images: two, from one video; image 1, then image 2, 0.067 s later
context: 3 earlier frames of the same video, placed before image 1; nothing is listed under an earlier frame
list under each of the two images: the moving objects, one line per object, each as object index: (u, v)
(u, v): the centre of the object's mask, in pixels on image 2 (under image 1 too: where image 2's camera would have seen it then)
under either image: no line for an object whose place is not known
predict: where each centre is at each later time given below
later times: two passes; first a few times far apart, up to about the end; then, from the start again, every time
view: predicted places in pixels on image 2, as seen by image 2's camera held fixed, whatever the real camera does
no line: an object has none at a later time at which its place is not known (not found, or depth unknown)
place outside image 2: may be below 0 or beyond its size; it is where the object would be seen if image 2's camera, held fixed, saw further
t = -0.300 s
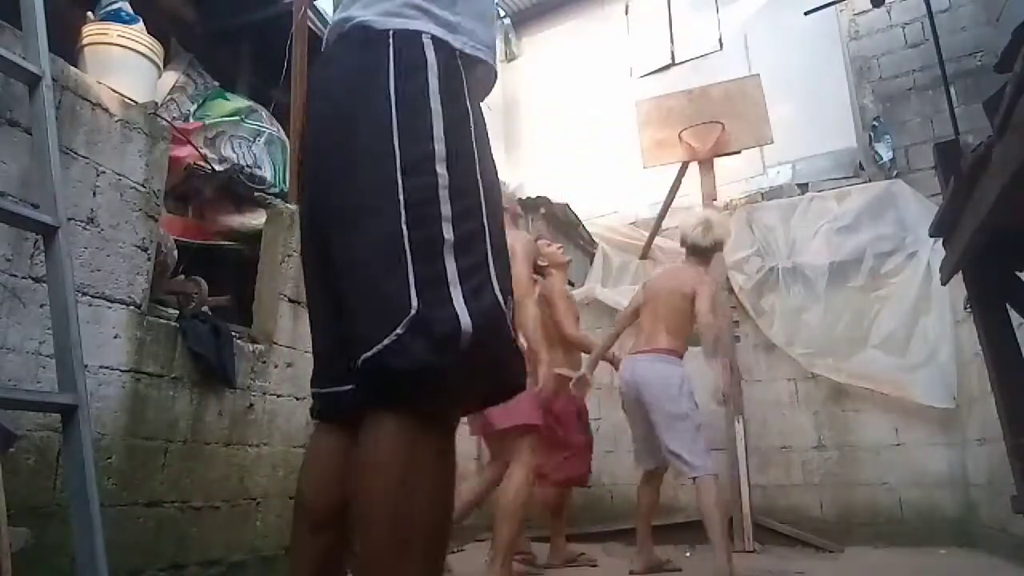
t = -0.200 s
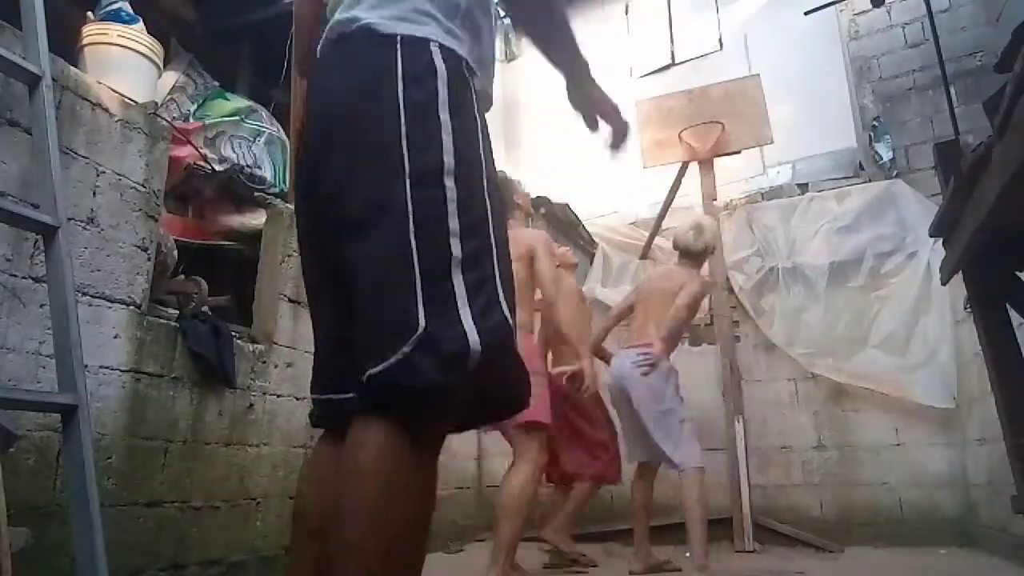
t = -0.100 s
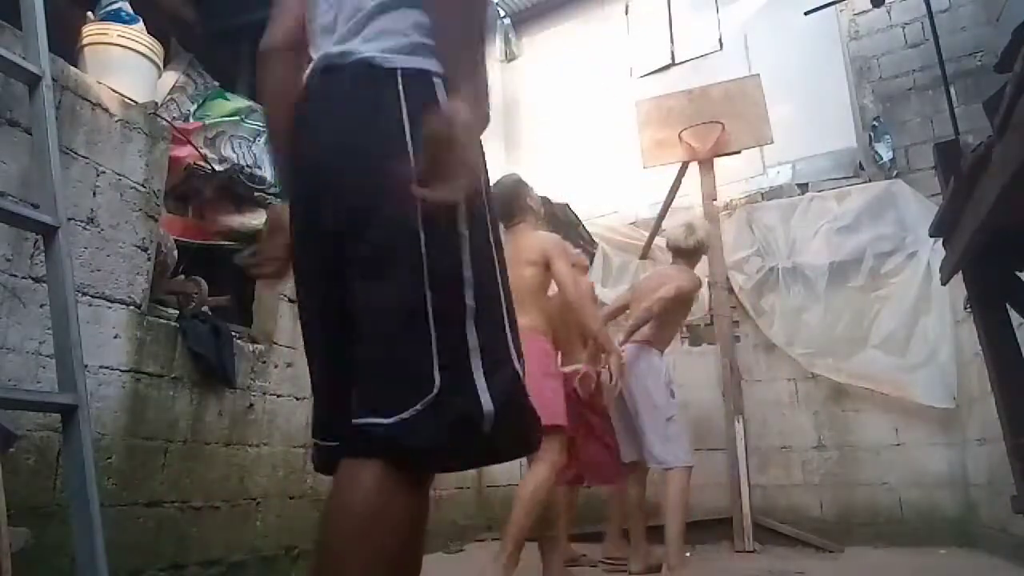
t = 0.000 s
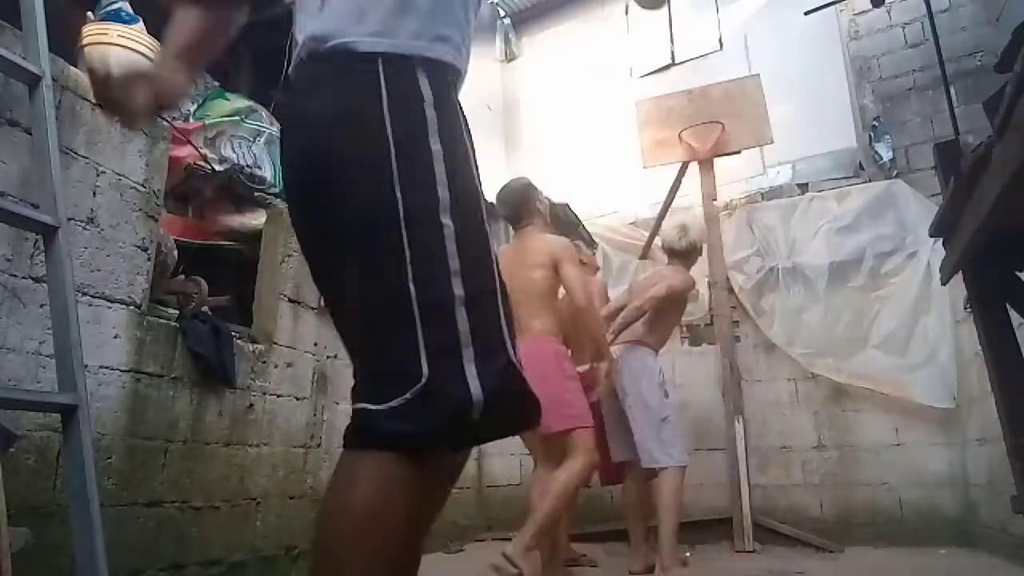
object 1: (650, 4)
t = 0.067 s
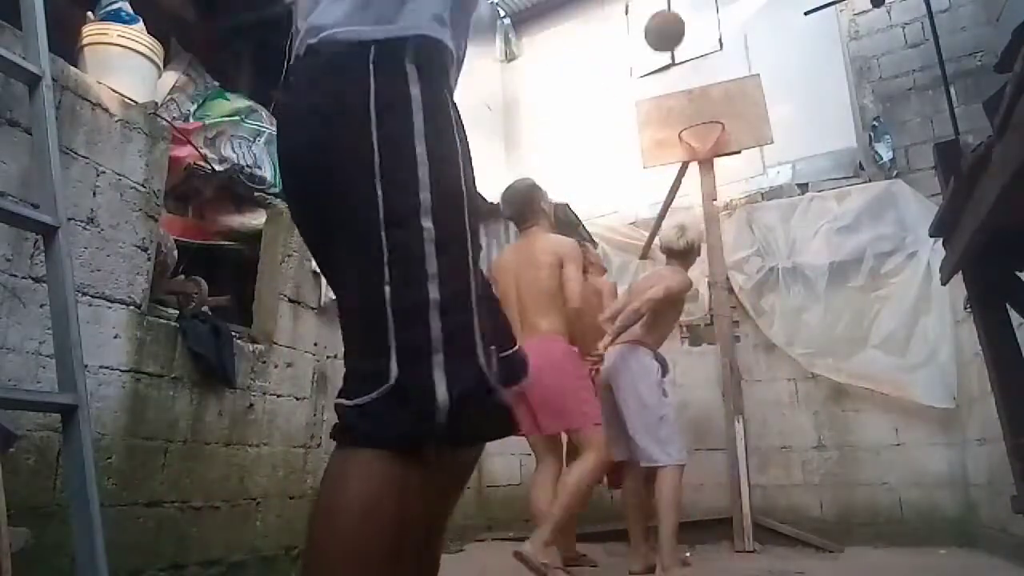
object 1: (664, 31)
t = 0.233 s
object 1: (675, 115)
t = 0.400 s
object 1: (632, 125)
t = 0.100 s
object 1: (670, 54)
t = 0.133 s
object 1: (676, 77)
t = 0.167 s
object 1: (681, 101)
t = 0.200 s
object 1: (683, 118)
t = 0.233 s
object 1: (675, 115)
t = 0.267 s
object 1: (667, 114)
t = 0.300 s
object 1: (659, 114)
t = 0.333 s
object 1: (650, 115)
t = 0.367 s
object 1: (641, 119)
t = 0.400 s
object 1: (632, 125)
